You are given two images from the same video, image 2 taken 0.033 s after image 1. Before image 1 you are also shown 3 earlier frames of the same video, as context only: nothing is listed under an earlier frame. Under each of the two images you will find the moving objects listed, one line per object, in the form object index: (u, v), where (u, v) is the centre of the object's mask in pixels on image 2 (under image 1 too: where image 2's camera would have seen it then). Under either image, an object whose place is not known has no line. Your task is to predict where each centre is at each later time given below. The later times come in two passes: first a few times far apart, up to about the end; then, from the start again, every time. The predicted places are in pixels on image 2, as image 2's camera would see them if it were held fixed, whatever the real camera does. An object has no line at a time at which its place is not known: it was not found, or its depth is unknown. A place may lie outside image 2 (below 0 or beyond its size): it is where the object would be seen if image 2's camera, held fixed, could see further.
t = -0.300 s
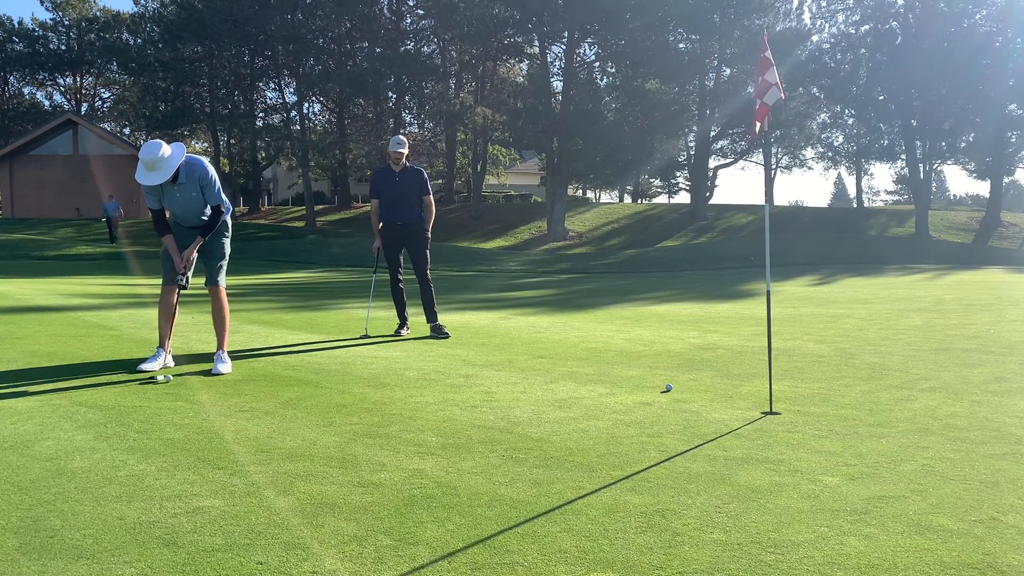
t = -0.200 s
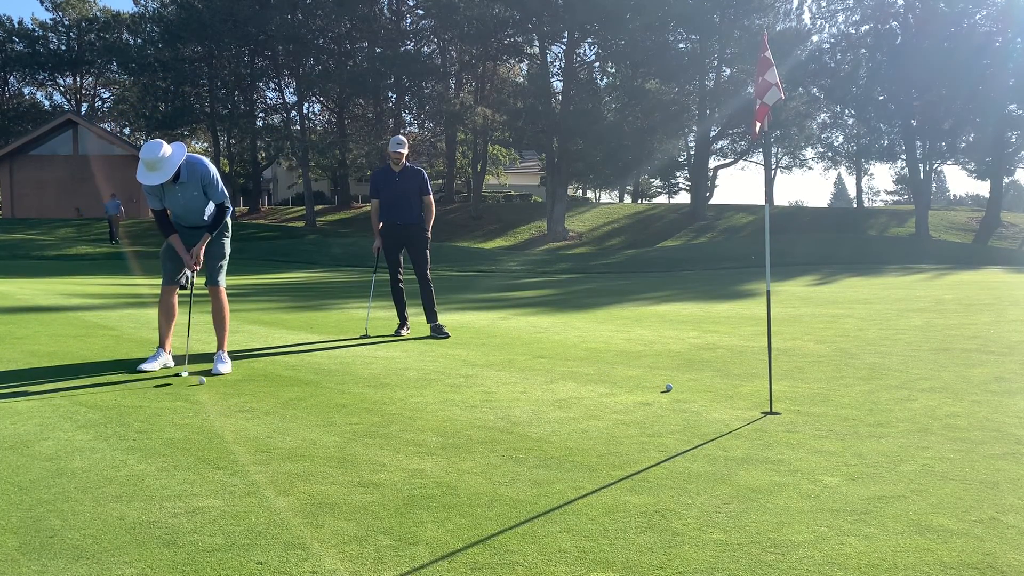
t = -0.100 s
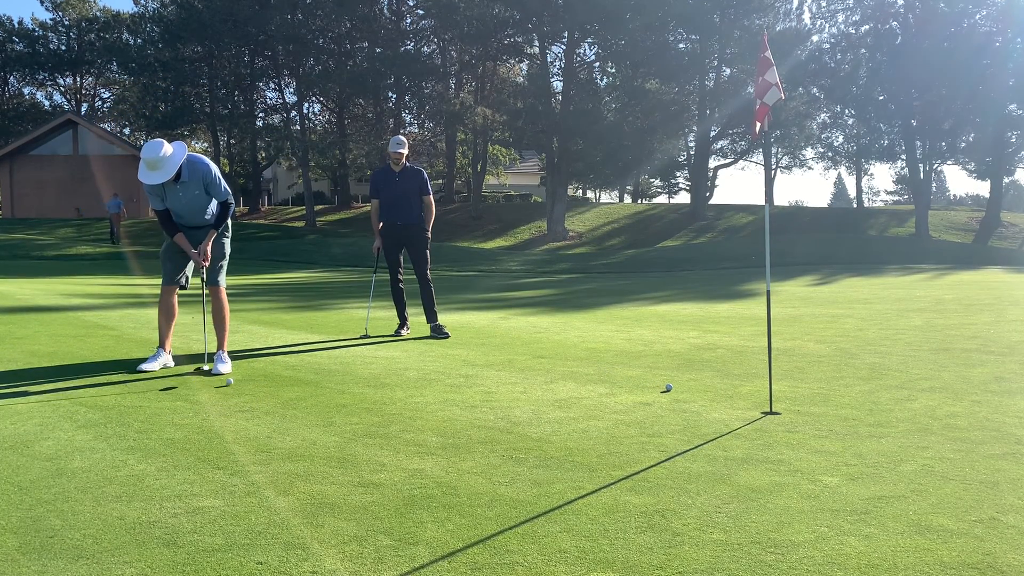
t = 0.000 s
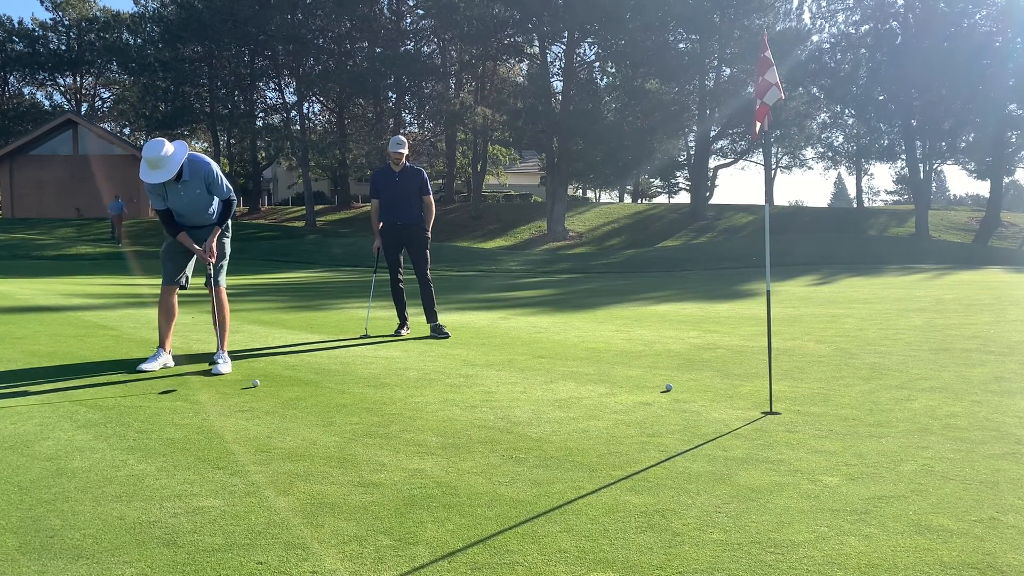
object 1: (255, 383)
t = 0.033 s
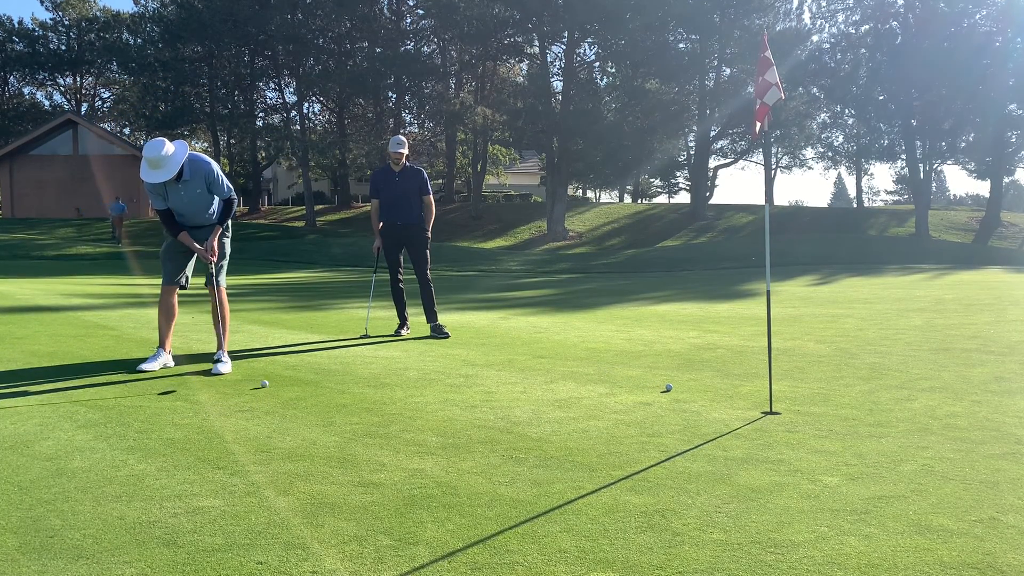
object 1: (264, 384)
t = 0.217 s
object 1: (312, 386)
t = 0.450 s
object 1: (370, 389)
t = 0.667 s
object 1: (420, 392)
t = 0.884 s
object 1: (469, 395)
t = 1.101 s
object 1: (514, 398)
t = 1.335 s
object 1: (559, 401)
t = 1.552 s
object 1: (598, 405)
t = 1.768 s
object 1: (634, 408)
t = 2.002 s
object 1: (671, 412)
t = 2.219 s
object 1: (701, 415)
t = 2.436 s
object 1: (727, 417)
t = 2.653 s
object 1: (750, 419)
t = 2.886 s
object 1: (770, 422)
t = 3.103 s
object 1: (783, 424)
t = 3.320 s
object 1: (793, 425)
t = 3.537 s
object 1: (800, 425)
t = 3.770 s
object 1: (801, 425)
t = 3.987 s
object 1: (801, 425)
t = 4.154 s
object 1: (801, 425)
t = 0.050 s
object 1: (268, 384)
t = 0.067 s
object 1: (273, 384)
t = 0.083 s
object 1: (277, 385)
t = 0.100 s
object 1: (281, 385)
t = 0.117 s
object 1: (286, 385)
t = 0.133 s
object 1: (290, 385)
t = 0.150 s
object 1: (295, 385)
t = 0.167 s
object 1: (299, 386)
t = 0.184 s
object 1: (303, 386)
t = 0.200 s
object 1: (307, 386)
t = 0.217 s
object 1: (312, 386)
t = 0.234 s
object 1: (316, 387)
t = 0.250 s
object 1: (320, 387)
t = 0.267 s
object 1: (324, 387)
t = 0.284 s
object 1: (328, 387)
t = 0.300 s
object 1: (332, 387)
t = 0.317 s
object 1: (336, 388)
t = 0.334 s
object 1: (341, 388)
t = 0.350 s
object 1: (345, 388)
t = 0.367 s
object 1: (349, 388)
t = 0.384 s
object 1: (353, 389)
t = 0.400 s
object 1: (357, 389)
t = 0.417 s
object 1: (362, 389)
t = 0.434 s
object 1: (365, 389)
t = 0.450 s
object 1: (370, 389)
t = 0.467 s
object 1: (374, 389)
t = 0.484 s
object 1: (378, 390)
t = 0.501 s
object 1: (381, 390)
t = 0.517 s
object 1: (385, 390)
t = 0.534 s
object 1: (389, 390)
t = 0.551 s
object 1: (393, 390)
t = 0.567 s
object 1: (397, 391)
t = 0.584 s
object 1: (401, 391)
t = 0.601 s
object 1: (405, 391)
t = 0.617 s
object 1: (409, 391)
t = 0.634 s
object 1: (413, 392)
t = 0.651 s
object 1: (416, 392)
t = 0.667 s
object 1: (420, 392)
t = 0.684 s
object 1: (424, 392)
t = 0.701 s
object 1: (428, 392)
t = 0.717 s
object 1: (432, 392)
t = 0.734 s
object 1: (436, 393)
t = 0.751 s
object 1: (439, 393)
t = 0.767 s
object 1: (443, 393)
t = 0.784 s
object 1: (447, 393)
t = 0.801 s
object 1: (450, 394)
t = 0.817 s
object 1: (454, 394)
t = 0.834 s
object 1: (458, 394)
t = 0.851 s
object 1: (461, 394)
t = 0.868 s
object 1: (465, 394)
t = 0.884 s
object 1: (469, 395)
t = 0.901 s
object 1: (472, 395)
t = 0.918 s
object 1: (476, 396)
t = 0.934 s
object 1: (479, 396)
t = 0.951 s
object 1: (483, 396)
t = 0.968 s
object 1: (486, 396)
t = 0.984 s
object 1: (490, 396)
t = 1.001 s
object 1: (493, 396)
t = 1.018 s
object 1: (497, 397)
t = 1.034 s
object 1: (500, 397)
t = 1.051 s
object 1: (503, 397)
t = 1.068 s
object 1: (507, 397)
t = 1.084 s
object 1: (510, 398)
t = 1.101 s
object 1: (514, 398)
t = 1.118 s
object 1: (517, 398)
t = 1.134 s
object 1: (520, 398)
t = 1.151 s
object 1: (524, 399)
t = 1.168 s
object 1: (527, 399)
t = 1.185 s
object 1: (530, 399)
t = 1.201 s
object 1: (533, 399)
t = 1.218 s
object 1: (537, 399)
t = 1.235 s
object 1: (540, 400)
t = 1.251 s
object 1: (543, 400)
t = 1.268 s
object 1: (546, 400)
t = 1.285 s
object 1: (550, 400)
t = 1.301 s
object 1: (553, 401)
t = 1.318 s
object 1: (557, 401)
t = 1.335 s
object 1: (559, 401)
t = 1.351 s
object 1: (563, 401)
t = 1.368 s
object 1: (566, 401)
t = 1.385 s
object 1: (569, 402)
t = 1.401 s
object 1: (571, 402)
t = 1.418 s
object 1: (575, 402)
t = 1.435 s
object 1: (577, 403)
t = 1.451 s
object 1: (580, 403)
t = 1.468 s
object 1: (584, 403)
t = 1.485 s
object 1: (586, 403)
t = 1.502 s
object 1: (589, 404)
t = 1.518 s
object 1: (592, 404)
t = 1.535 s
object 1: (595, 404)
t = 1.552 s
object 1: (598, 405)
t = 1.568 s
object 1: (601, 405)
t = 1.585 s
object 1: (604, 405)
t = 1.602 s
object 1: (606, 406)
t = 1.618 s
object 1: (609, 406)
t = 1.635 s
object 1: (612, 406)
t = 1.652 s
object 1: (615, 406)
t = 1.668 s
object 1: (618, 406)
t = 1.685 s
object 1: (621, 407)
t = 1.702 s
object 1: (623, 407)
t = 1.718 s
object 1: (626, 407)
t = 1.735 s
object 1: (629, 408)
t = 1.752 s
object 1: (631, 408)
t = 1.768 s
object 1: (634, 408)
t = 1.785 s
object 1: (637, 408)
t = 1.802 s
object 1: (640, 409)
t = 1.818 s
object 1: (643, 409)
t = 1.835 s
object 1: (645, 409)
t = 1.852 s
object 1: (648, 410)
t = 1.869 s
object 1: (650, 410)
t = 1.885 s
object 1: (653, 410)
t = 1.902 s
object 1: (655, 410)
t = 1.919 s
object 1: (658, 411)
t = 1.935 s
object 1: (661, 411)
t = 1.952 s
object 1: (663, 411)
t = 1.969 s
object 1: (665, 411)
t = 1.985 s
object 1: (668, 411)
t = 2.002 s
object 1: (671, 412)
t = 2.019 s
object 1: (673, 412)
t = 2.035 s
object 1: (675, 412)
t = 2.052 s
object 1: (678, 412)
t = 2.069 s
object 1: (680, 413)
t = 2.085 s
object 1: (682, 413)
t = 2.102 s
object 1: (685, 413)
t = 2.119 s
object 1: (687, 414)
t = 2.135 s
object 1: (690, 414)
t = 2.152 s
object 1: (692, 414)
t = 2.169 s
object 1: (694, 414)
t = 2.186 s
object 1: (696, 415)
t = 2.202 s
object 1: (698, 415)
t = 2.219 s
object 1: (701, 415)
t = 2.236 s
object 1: (703, 415)
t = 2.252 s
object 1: (704, 415)
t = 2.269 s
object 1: (707, 415)
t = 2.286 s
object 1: (709, 415)
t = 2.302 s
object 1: (711, 416)
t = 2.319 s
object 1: (713, 416)
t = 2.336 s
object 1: (715, 416)
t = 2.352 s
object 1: (718, 416)
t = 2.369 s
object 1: (720, 416)
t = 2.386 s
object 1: (721, 417)
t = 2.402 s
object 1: (723, 417)
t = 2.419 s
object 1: (725, 417)
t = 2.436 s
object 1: (727, 417)
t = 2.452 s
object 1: (729, 418)
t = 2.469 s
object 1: (731, 418)
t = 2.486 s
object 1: (733, 418)
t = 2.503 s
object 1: (734, 418)
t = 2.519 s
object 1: (736, 418)
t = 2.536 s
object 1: (738, 418)
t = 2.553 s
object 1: (740, 418)
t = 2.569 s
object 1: (741, 419)
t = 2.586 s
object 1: (743, 419)
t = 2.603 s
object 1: (745, 419)
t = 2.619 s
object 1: (746, 419)
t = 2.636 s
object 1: (748, 419)
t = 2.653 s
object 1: (750, 419)
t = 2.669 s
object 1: (751, 420)
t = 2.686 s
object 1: (753, 420)
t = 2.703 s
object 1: (754, 420)
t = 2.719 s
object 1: (756, 420)
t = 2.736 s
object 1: (757, 420)
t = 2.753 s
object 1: (759, 421)
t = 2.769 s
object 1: (760, 421)
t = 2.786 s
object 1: (761, 421)
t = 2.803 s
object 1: (763, 422)
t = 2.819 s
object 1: (764, 421)
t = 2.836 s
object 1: (765, 421)
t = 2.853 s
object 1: (767, 422)
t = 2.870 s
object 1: (768, 422)
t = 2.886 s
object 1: (770, 422)
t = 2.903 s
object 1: (771, 422)
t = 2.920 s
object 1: (772, 422)
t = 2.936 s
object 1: (773, 423)
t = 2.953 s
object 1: (774, 423)
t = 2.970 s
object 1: (775, 423)
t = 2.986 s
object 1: (777, 423)
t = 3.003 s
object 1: (778, 423)
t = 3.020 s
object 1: (779, 423)
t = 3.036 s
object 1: (780, 423)
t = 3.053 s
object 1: (781, 423)
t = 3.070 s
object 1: (781, 424)
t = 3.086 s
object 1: (782, 424)
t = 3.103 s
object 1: (783, 424)
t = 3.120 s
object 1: (784, 424)
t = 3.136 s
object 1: (785, 424)
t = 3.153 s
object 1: (786, 424)
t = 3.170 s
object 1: (787, 424)
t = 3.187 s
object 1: (788, 424)
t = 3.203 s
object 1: (788, 425)
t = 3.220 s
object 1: (789, 425)
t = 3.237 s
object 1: (790, 425)
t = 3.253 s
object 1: (791, 425)
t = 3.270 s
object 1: (791, 425)
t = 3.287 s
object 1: (792, 425)
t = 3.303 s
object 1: (793, 425)
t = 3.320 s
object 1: (793, 425)
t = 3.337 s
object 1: (794, 425)
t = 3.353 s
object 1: (795, 425)
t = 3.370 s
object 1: (795, 425)
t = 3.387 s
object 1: (796, 425)
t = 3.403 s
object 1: (797, 425)
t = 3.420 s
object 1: (797, 425)
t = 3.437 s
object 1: (798, 425)
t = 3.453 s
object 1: (798, 425)
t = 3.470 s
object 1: (798, 425)
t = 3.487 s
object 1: (799, 425)
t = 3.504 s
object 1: (799, 425)
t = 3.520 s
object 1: (800, 425)
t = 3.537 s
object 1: (800, 425)
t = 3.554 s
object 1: (800, 426)
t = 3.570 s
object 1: (801, 426)
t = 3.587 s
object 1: (801, 425)
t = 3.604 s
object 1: (801, 426)
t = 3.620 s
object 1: (801, 425)
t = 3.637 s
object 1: (801, 425)
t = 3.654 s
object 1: (801, 425)
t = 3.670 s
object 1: (801, 425)
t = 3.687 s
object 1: (801, 426)
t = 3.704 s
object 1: (801, 425)
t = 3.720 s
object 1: (801, 425)
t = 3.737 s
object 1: (801, 425)
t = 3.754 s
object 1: (801, 425)
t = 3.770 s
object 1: (801, 425)
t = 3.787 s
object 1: (801, 425)
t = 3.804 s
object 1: (801, 425)
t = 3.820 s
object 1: (801, 425)
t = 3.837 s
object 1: (801, 425)
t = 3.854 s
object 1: (801, 425)
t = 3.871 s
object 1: (801, 425)
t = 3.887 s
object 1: (801, 425)
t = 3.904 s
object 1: (801, 425)
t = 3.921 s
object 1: (801, 425)
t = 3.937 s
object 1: (801, 425)
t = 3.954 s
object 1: (801, 425)
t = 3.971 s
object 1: (801, 425)
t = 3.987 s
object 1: (801, 425)
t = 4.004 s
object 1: (801, 425)
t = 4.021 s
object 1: (801, 425)
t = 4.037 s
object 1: (801, 425)
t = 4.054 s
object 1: (801, 425)
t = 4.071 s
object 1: (801, 425)
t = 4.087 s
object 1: (801, 425)
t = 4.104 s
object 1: (801, 425)
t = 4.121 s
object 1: (801, 425)
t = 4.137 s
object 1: (801, 425)
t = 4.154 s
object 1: (801, 425)
